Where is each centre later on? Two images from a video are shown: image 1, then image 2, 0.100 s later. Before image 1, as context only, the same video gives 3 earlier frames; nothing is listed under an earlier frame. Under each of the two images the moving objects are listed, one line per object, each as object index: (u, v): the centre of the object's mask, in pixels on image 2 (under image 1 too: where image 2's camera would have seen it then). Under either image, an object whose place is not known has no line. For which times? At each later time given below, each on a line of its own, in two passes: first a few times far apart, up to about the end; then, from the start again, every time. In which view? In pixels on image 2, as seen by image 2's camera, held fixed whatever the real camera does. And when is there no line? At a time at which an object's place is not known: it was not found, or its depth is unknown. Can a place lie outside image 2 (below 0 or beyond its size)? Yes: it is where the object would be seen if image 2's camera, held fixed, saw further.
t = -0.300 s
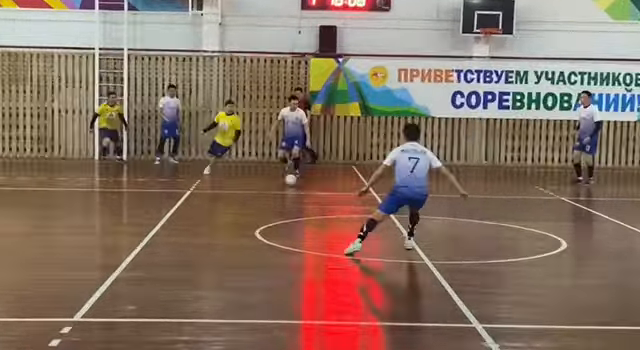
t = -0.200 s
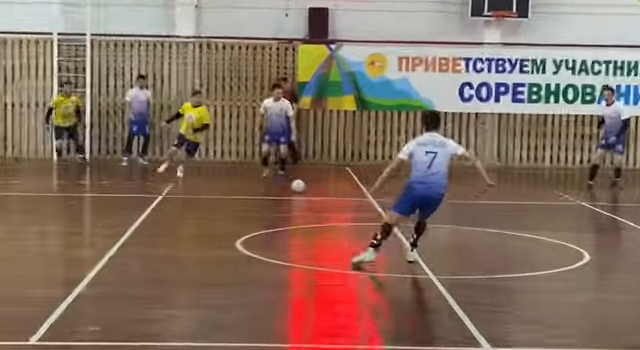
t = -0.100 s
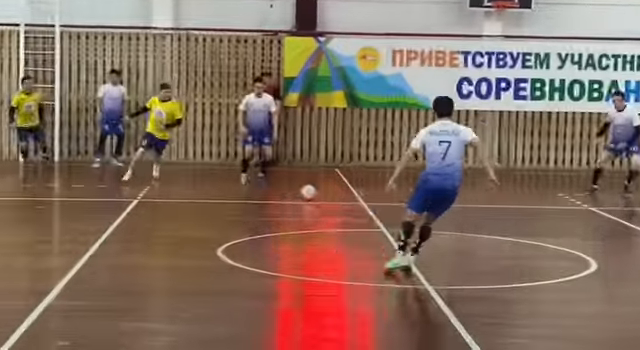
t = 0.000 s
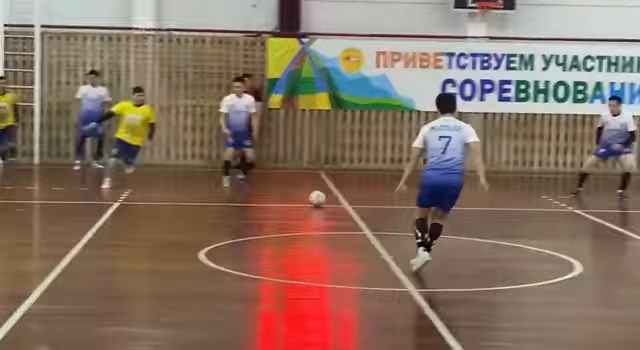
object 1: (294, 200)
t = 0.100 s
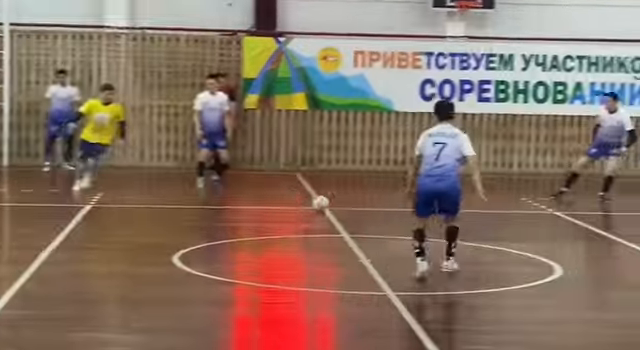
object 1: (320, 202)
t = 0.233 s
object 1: (356, 208)
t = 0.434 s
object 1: (413, 216)
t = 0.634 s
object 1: (474, 224)
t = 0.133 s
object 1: (329, 204)
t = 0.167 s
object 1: (338, 206)
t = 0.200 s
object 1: (347, 207)
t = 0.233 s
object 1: (356, 208)
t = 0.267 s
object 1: (365, 209)
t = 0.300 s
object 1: (375, 211)
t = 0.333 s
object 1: (384, 212)
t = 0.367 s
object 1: (394, 213)
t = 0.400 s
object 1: (403, 215)
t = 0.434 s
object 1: (413, 216)
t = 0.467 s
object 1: (423, 217)
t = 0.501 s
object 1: (433, 218)
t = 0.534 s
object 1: (443, 220)
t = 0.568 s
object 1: (454, 221)
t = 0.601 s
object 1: (464, 222)
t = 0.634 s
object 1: (474, 224)
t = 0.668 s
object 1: (485, 226)
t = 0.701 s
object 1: (495, 227)
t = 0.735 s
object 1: (507, 227)
